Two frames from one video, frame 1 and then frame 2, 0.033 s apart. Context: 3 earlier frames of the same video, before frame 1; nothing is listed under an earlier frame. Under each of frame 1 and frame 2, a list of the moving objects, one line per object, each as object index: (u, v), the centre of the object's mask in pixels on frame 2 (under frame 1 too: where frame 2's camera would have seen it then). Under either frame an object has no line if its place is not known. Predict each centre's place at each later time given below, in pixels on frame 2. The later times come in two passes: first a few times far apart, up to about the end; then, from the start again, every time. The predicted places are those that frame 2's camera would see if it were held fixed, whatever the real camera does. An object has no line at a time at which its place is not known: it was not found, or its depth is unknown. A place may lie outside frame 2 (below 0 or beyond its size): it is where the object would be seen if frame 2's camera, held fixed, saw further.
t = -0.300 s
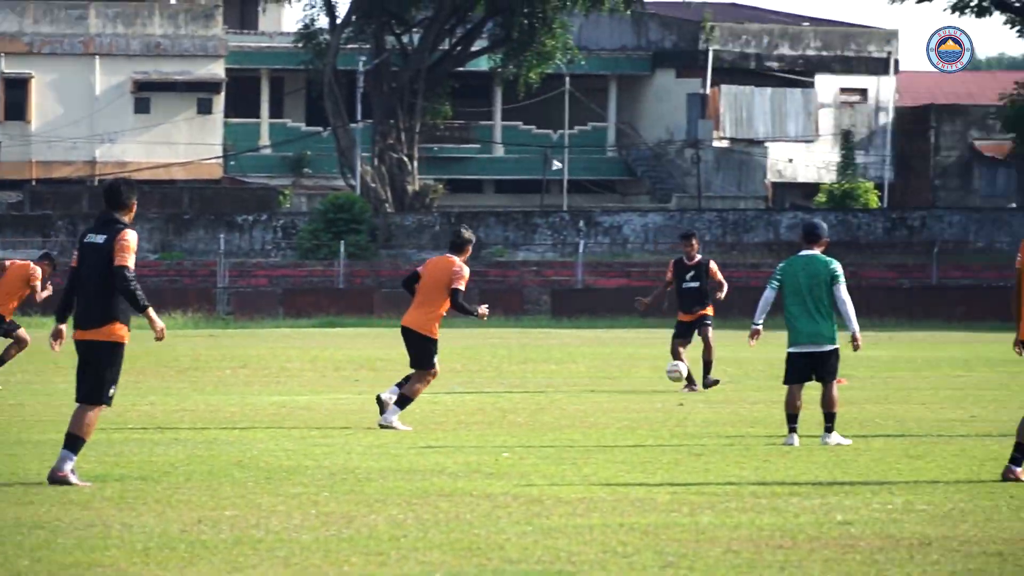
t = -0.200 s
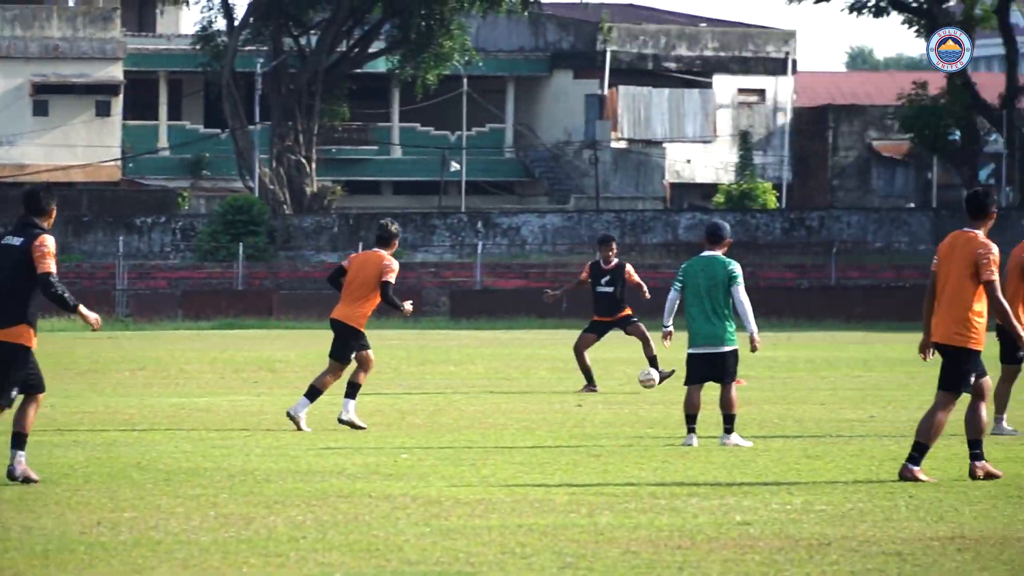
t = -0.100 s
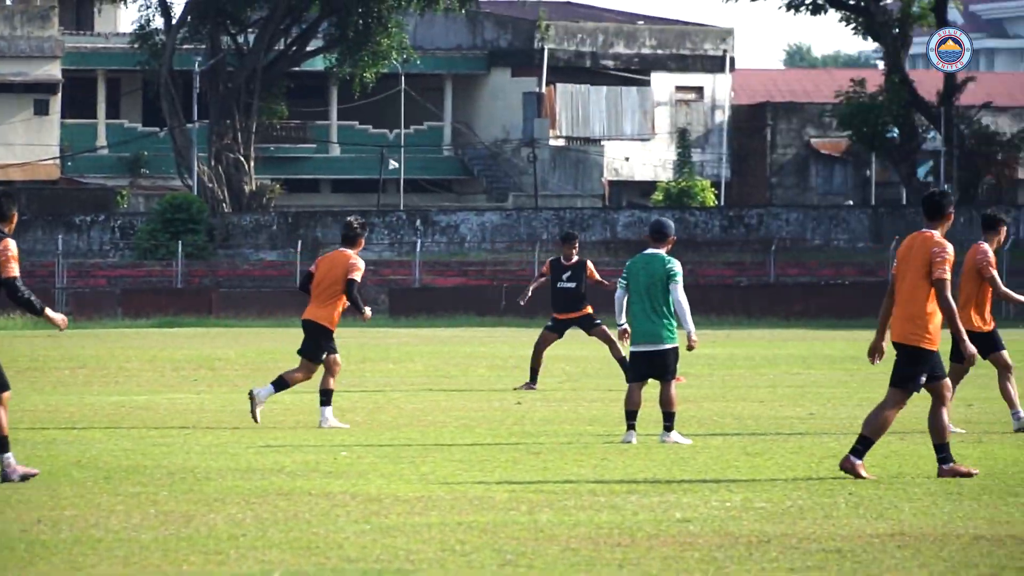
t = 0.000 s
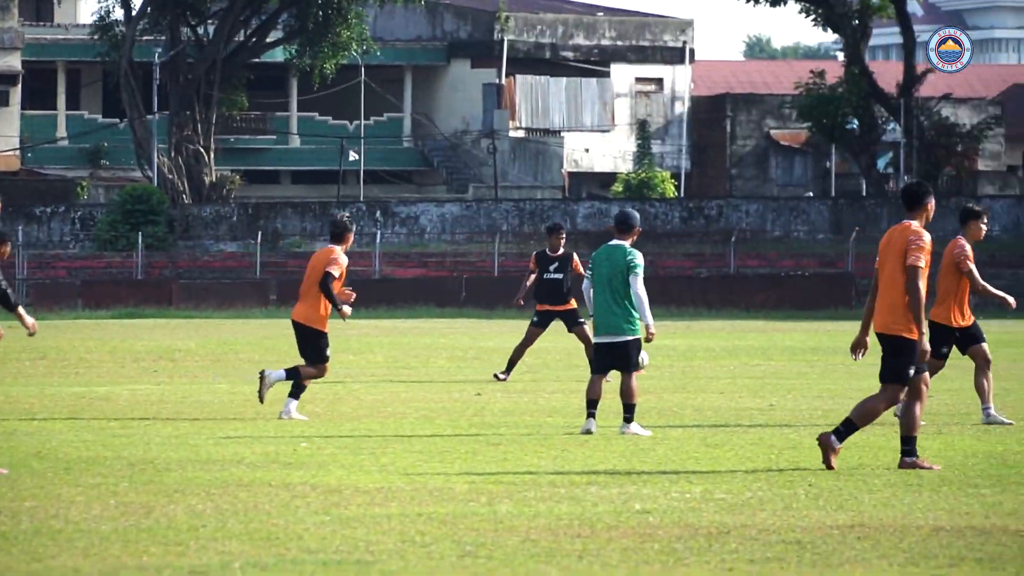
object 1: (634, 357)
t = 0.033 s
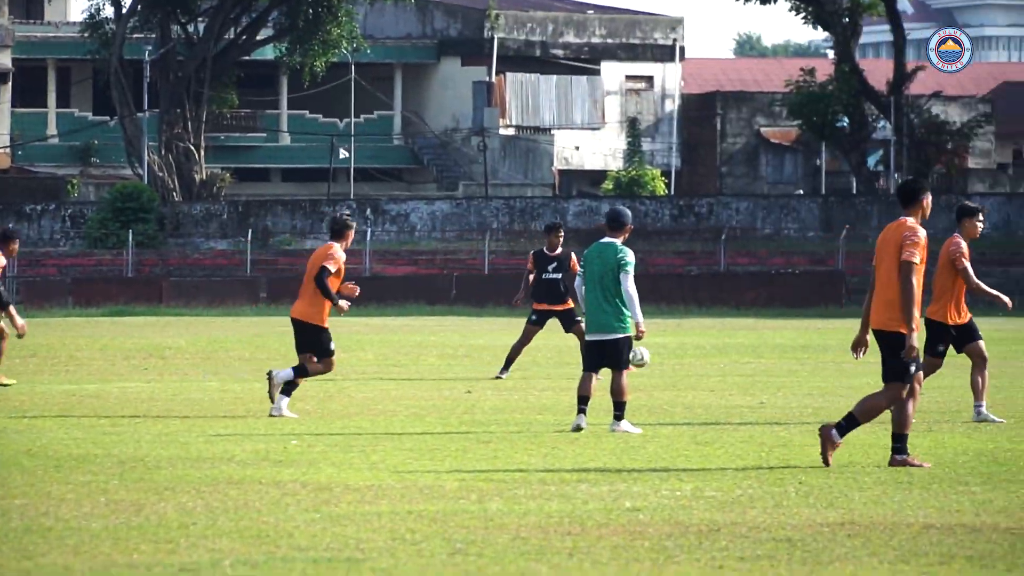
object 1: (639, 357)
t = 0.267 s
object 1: (727, 366)
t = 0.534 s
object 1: (820, 366)
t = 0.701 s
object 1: (879, 370)
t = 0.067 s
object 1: (650, 357)
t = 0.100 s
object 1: (664, 359)
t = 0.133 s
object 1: (676, 362)
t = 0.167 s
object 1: (690, 367)
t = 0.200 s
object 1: (701, 370)
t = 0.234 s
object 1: (712, 368)
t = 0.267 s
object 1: (727, 366)
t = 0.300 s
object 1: (738, 365)
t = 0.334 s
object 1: (749, 364)
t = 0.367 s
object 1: (763, 365)
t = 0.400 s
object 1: (774, 367)
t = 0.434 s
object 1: (785, 369)
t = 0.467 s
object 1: (799, 370)
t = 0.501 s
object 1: (810, 367)
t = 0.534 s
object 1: (820, 366)
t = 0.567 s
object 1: (834, 364)
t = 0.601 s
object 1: (844, 364)
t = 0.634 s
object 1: (855, 365)
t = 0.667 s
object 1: (869, 368)
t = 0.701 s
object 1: (879, 370)
